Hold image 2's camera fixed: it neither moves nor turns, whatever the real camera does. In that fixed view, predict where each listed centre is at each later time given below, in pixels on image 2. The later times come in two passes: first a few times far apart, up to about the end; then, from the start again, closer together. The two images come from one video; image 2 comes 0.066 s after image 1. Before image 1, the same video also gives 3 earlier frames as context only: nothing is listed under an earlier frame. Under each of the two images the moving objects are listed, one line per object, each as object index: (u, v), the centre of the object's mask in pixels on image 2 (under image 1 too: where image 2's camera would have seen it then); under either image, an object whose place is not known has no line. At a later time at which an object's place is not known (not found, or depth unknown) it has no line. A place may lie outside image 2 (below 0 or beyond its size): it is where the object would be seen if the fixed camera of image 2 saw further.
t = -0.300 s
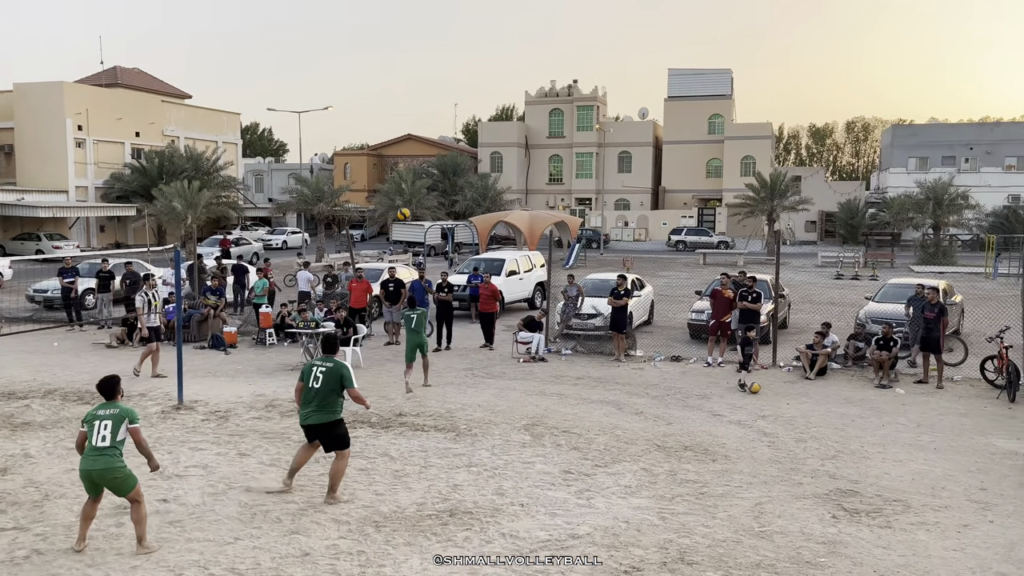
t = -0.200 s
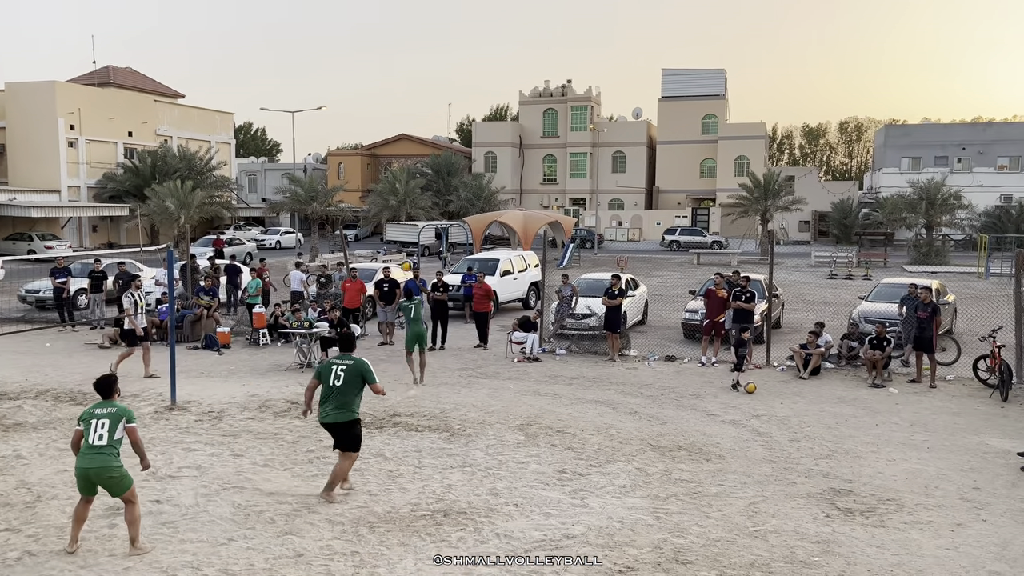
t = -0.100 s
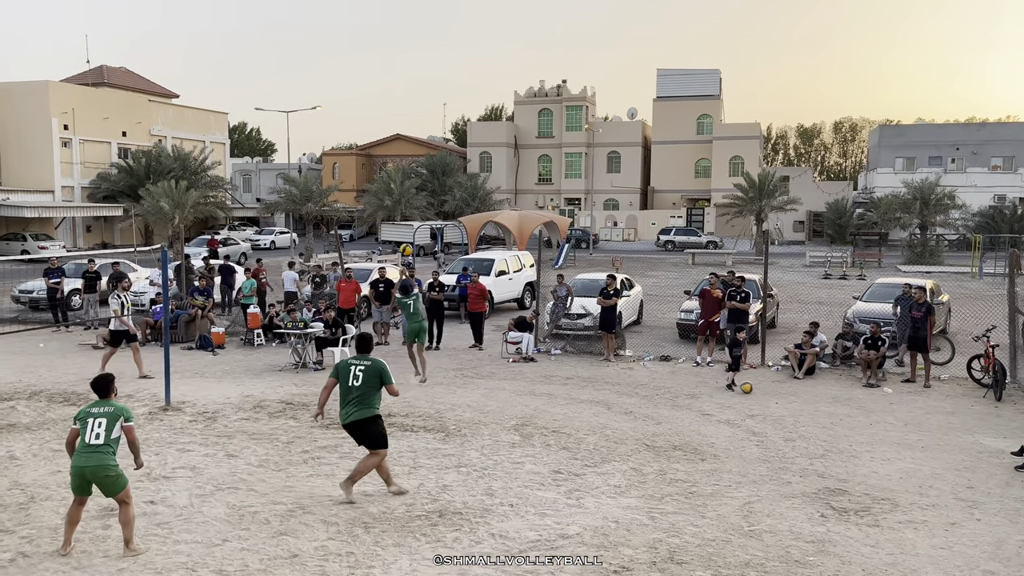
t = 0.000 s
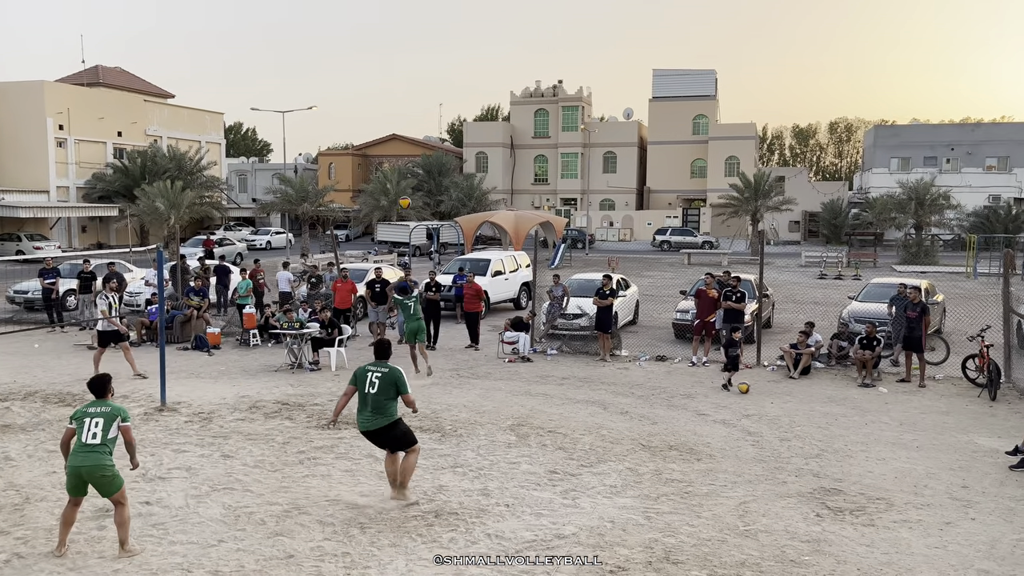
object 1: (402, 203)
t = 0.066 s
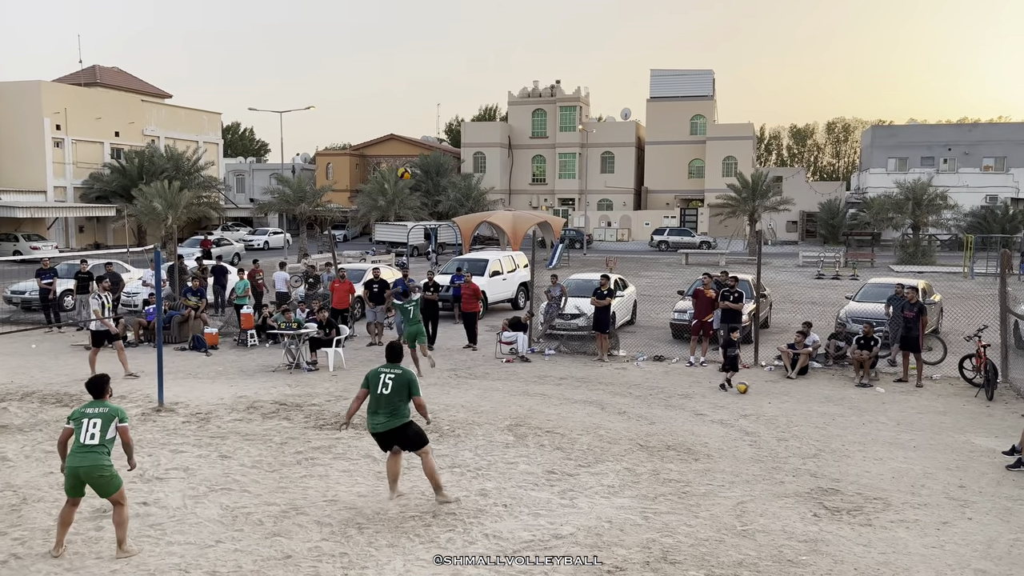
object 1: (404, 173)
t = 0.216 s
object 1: (408, 114)
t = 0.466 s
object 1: (417, 38)
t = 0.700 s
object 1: (426, 5)
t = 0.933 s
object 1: (437, 14)
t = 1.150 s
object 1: (447, 76)
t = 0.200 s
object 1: (407, 120)
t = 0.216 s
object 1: (408, 114)
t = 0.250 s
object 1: (409, 102)
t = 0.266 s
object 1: (410, 97)
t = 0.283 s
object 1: (410, 91)
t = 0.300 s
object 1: (411, 85)
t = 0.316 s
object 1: (411, 80)
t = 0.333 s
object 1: (412, 75)
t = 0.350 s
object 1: (412, 70)
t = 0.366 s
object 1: (413, 65)
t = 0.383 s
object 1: (414, 60)
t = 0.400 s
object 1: (414, 55)
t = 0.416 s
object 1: (415, 51)
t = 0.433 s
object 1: (415, 46)
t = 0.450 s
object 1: (416, 42)
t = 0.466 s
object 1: (417, 38)
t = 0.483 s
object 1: (417, 35)
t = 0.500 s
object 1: (418, 31)
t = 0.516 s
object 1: (419, 28)
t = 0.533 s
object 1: (419, 25)
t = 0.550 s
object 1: (420, 21)
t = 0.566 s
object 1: (421, 19)
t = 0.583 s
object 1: (421, 16)
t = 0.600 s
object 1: (422, 14)
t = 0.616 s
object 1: (423, 11)
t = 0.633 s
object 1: (423, 9)
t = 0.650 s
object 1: (424, 7)
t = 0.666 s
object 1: (425, 6)
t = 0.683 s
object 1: (425, 5)
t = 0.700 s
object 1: (426, 5)
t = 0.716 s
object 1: (427, 4)
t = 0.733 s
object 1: (428, 4)
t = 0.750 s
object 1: (428, 4)
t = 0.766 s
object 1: (429, 4)
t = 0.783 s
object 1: (430, 4)
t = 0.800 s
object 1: (430, 4)
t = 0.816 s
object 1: (431, 4)
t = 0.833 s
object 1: (432, 5)
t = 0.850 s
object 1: (433, 5)
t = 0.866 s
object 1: (433, 6)
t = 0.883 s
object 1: (434, 7)
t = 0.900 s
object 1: (435, 9)
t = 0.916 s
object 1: (436, 11)
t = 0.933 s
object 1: (437, 14)
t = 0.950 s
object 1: (438, 17)
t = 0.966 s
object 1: (438, 20)
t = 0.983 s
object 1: (439, 23)
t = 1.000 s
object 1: (440, 27)
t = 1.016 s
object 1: (441, 31)
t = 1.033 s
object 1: (441, 36)
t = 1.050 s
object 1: (442, 41)
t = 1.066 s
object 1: (443, 46)
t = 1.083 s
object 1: (444, 51)
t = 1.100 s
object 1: (445, 57)
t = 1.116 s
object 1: (446, 63)
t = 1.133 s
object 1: (446, 70)
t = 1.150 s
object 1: (447, 76)
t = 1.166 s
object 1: (448, 84)
